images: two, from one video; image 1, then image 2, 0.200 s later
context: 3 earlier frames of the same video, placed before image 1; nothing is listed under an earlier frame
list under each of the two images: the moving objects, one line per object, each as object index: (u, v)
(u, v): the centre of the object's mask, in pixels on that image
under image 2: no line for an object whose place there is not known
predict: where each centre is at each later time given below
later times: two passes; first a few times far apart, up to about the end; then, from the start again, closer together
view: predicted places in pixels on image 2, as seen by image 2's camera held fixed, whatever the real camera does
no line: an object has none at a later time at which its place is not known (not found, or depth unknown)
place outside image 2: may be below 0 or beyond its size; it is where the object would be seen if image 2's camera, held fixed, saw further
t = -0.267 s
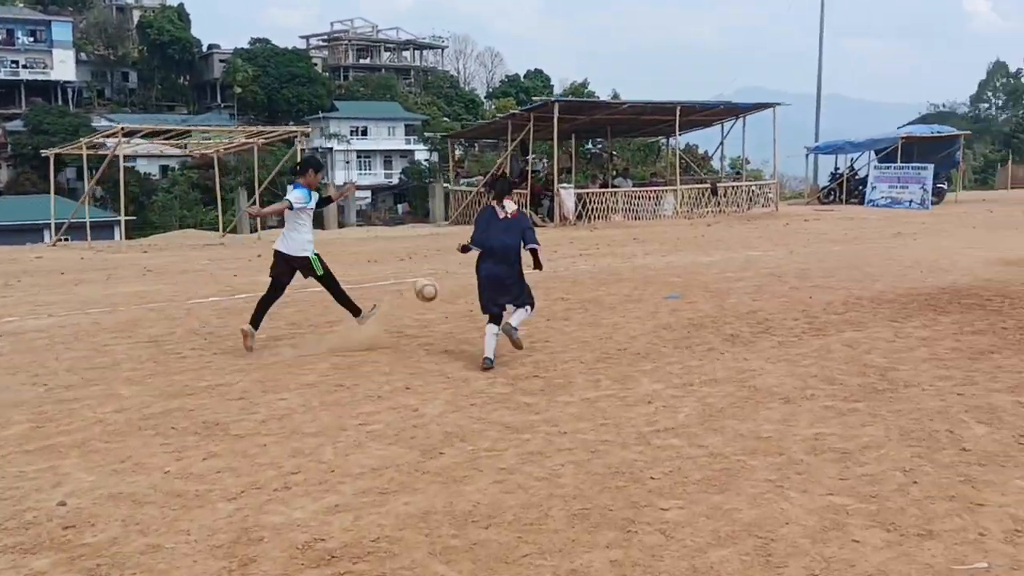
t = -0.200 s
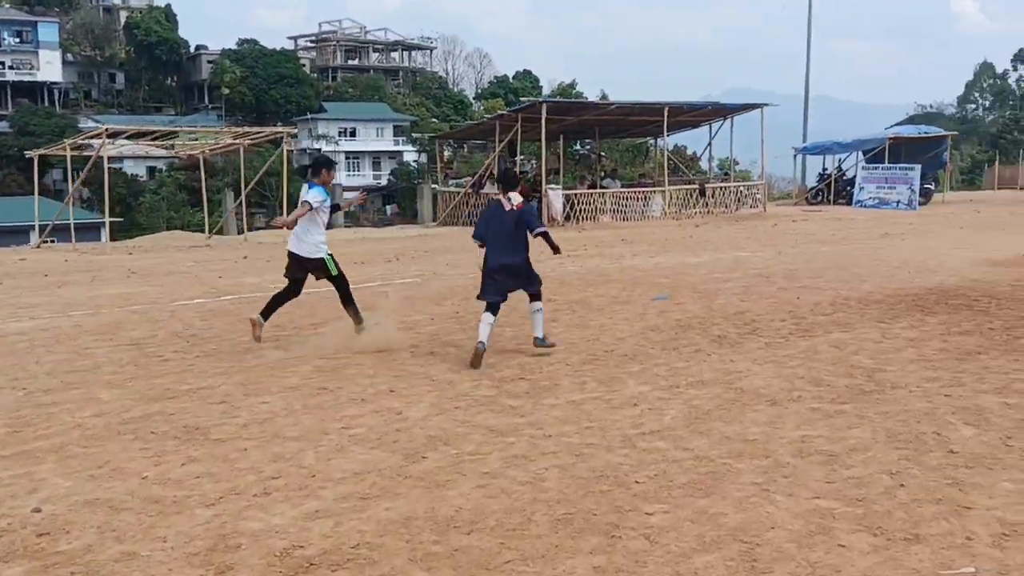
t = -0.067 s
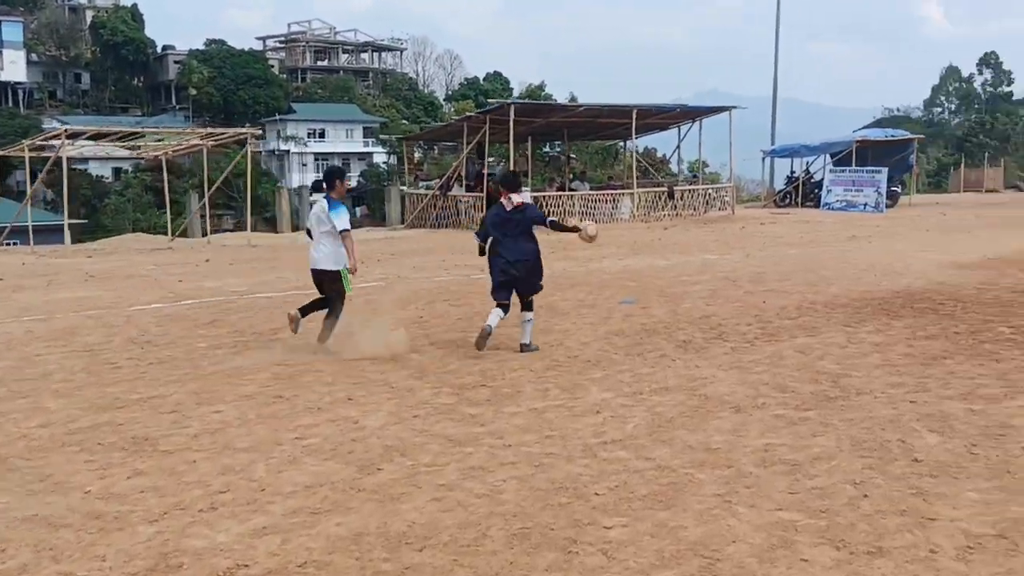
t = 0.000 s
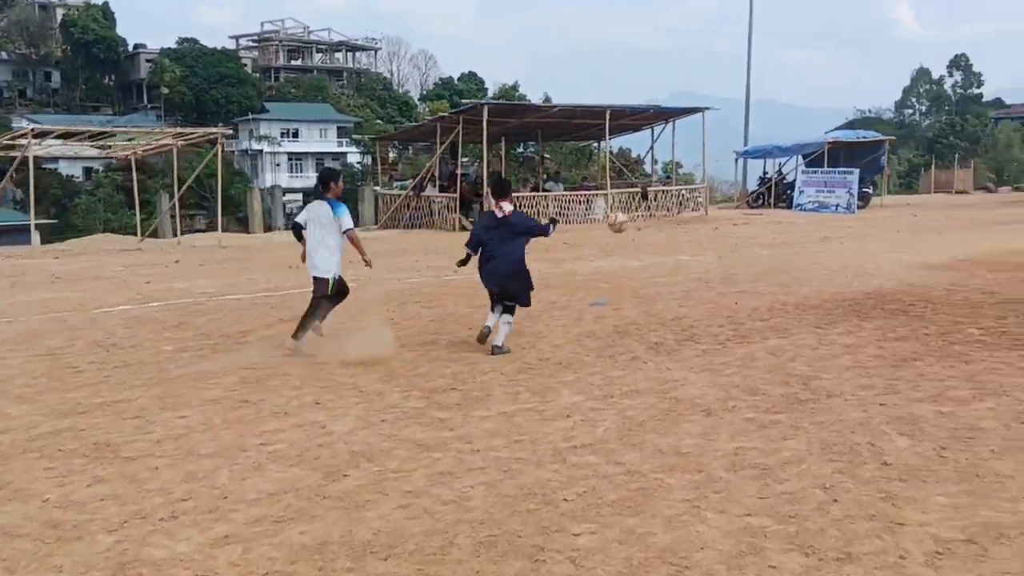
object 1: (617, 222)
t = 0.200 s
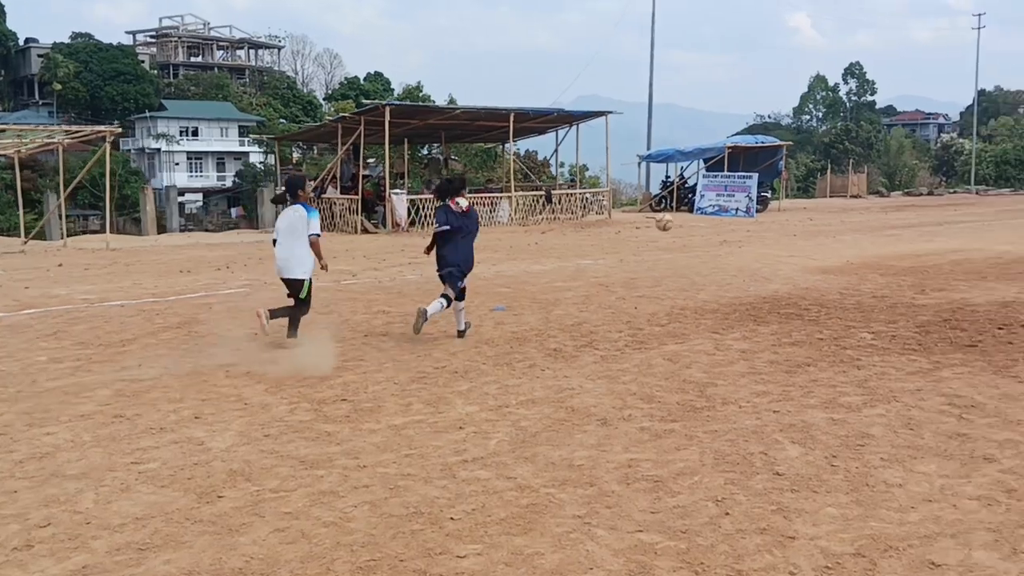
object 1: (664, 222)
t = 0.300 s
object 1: (722, 232)
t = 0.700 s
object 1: (876, 240)
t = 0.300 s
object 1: (722, 232)
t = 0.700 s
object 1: (876, 240)
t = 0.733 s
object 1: (885, 238)
